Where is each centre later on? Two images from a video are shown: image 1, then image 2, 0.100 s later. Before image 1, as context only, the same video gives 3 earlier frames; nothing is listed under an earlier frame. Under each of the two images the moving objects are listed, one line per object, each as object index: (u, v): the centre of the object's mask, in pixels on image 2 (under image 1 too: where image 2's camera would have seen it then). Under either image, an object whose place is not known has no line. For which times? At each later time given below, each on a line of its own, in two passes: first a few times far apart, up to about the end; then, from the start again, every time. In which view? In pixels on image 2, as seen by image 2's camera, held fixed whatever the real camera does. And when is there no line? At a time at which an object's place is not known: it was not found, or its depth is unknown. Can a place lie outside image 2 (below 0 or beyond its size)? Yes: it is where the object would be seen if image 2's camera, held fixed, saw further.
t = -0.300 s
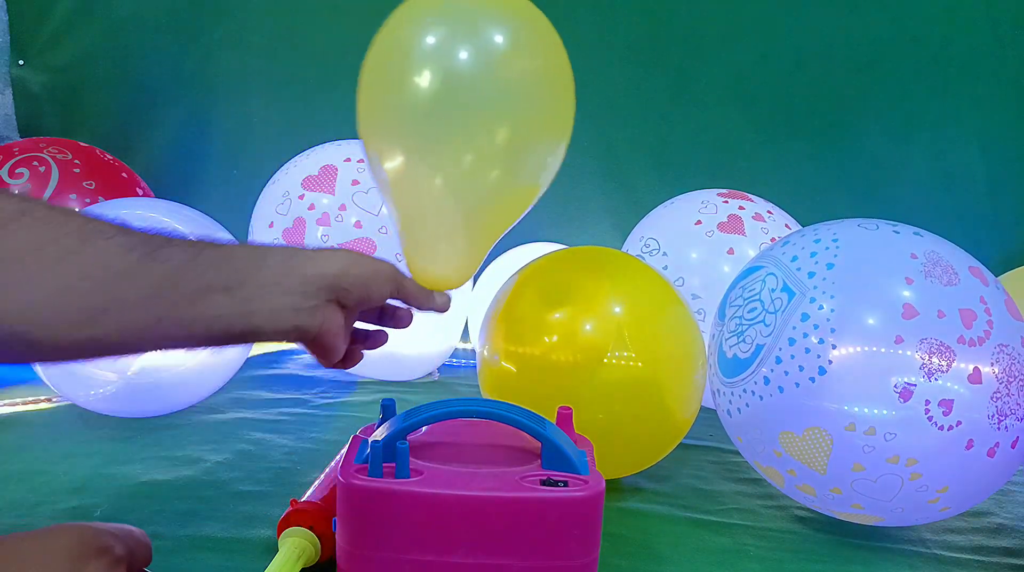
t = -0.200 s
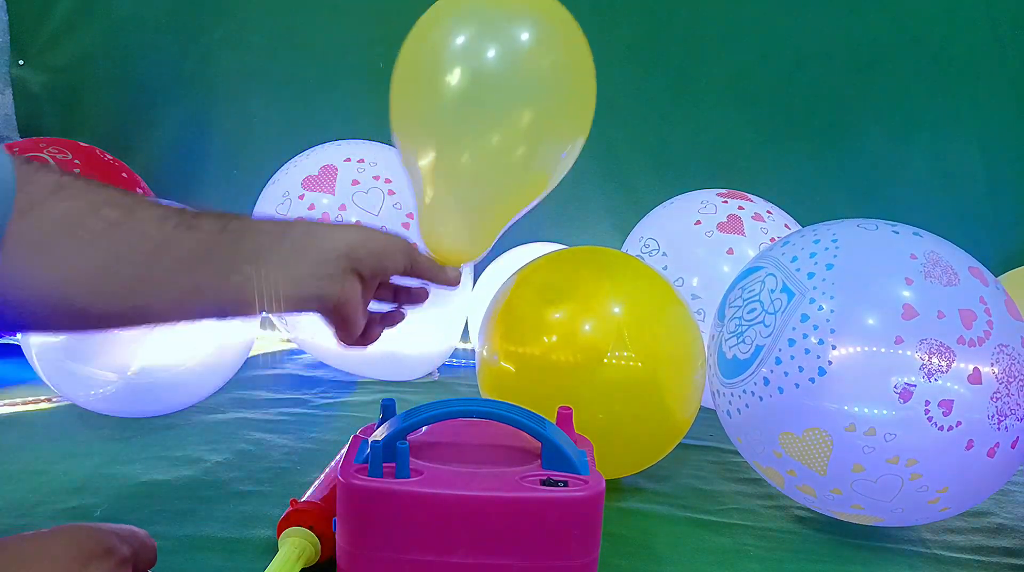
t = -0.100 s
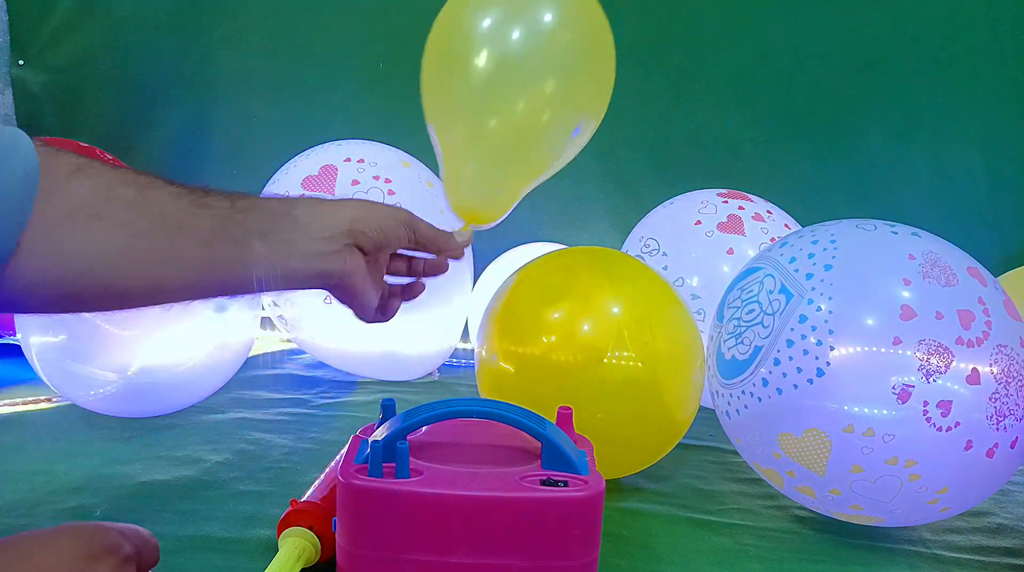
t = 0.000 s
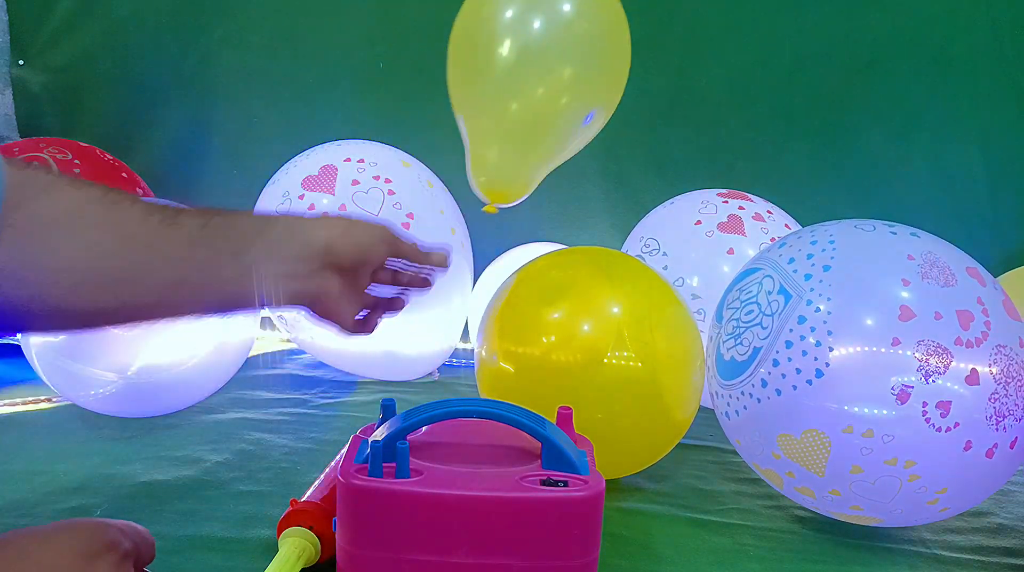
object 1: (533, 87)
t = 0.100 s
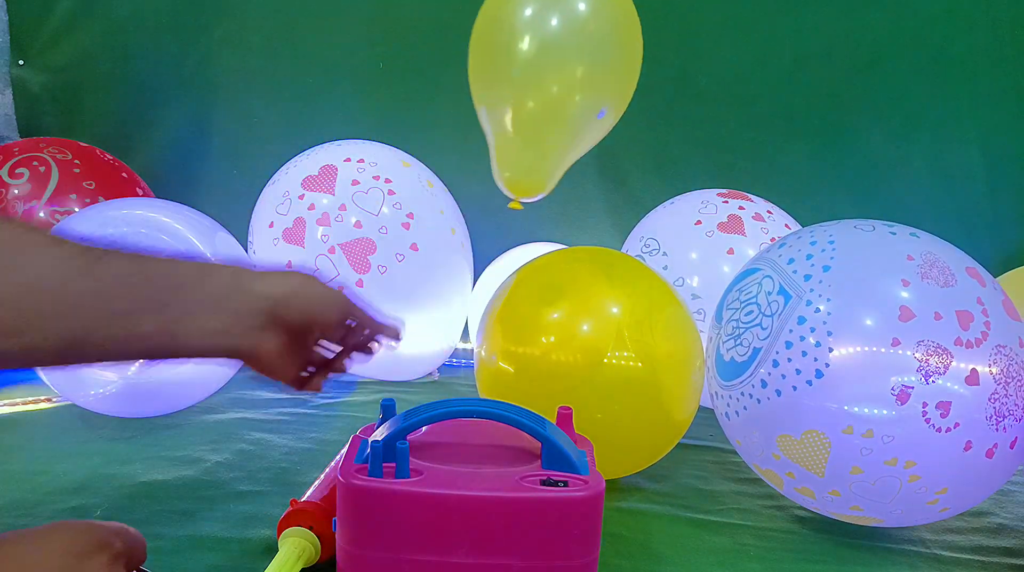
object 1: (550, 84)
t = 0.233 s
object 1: (569, 90)
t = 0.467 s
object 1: (590, 128)
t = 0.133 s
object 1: (555, 85)
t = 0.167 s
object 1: (560, 86)
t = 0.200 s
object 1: (565, 88)
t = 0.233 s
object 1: (569, 90)
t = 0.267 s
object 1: (573, 93)
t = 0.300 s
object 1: (576, 97)
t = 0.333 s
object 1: (580, 102)
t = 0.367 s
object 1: (583, 109)
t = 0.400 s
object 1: (585, 118)
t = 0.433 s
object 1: (588, 126)
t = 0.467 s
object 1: (590, 128)
